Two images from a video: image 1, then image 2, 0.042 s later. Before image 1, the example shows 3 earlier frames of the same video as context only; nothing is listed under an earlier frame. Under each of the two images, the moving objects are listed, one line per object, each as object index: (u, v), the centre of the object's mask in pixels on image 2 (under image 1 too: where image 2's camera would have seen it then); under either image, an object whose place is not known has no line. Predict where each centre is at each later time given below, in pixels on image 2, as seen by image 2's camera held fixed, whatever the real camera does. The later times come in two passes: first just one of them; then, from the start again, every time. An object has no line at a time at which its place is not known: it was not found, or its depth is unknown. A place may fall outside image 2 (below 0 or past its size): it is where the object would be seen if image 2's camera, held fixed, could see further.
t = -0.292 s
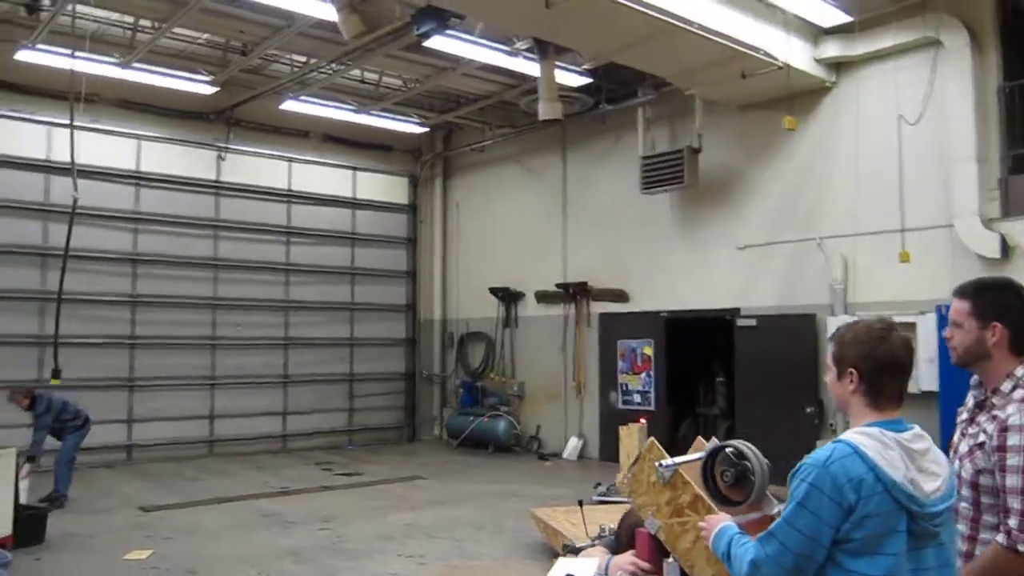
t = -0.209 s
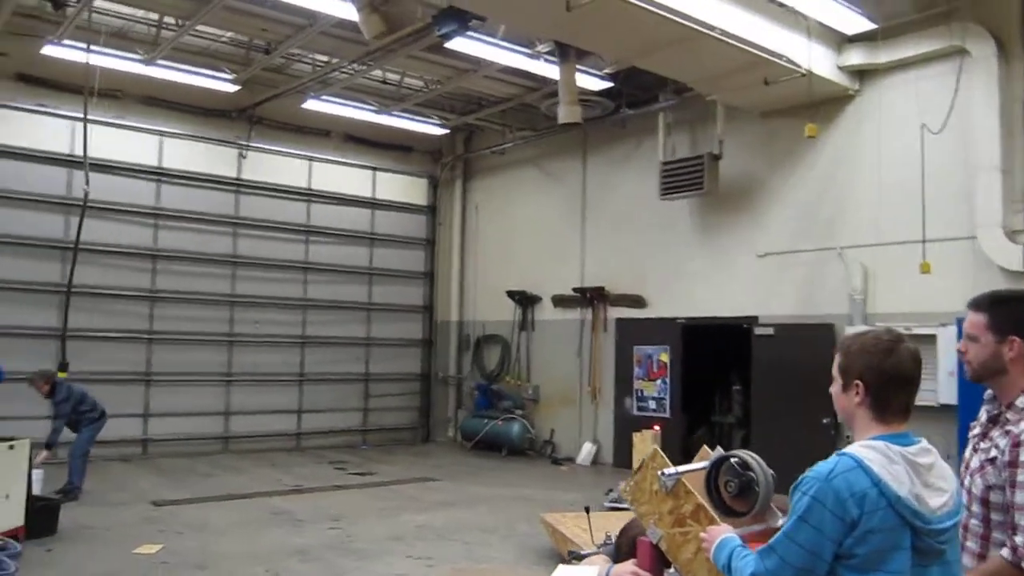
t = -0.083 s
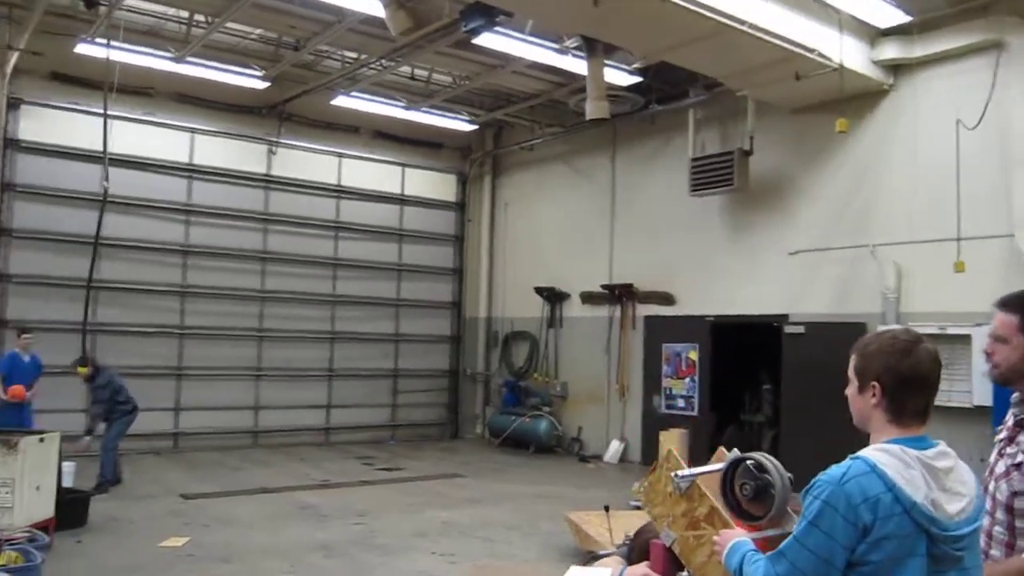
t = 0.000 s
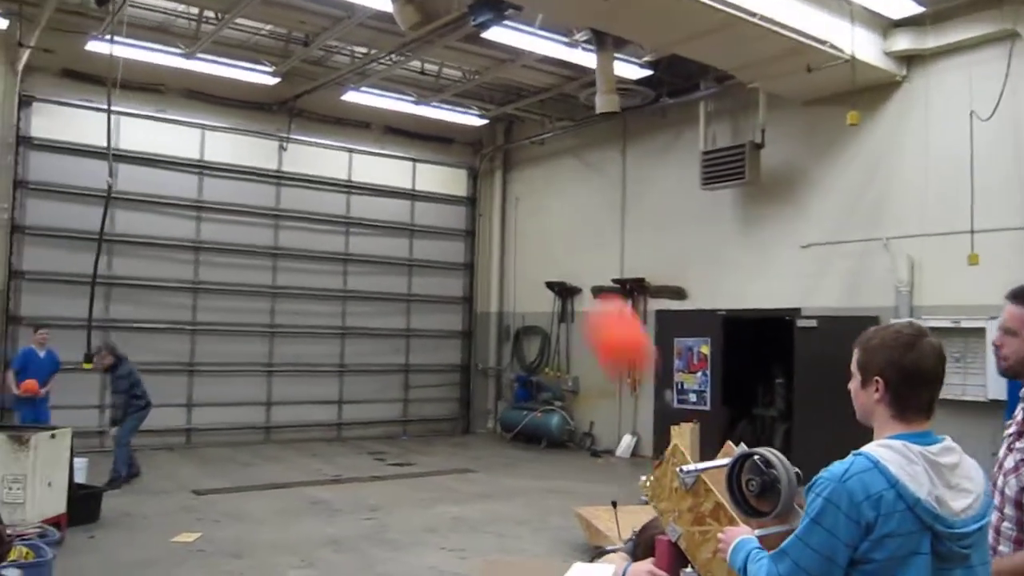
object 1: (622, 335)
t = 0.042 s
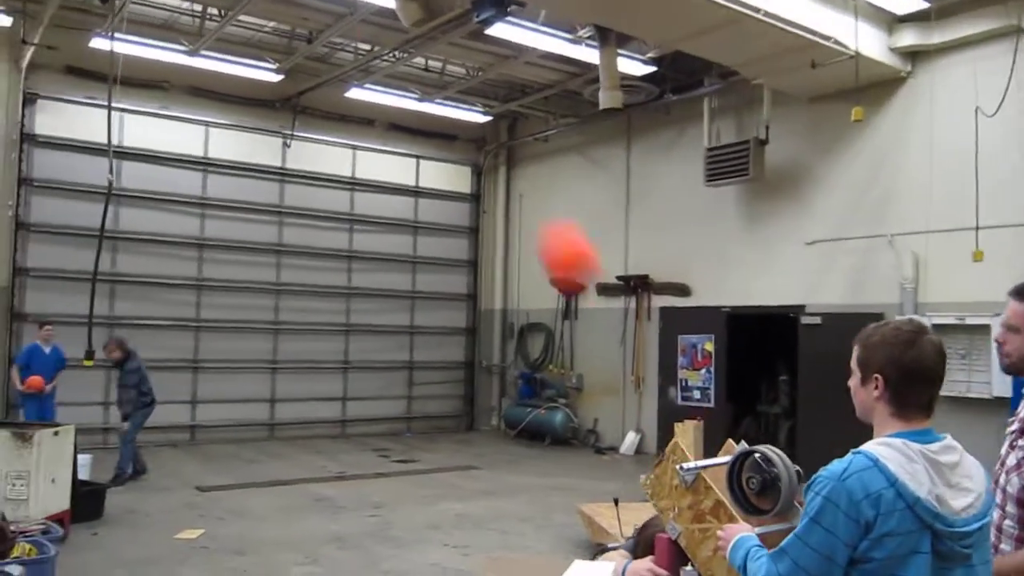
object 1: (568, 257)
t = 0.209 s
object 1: (413, 63)
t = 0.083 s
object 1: (519, 188)
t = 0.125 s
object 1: (481, 143)
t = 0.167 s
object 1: (442, 91)
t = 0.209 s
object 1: (413, 63)
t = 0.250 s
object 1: (386, 36)
